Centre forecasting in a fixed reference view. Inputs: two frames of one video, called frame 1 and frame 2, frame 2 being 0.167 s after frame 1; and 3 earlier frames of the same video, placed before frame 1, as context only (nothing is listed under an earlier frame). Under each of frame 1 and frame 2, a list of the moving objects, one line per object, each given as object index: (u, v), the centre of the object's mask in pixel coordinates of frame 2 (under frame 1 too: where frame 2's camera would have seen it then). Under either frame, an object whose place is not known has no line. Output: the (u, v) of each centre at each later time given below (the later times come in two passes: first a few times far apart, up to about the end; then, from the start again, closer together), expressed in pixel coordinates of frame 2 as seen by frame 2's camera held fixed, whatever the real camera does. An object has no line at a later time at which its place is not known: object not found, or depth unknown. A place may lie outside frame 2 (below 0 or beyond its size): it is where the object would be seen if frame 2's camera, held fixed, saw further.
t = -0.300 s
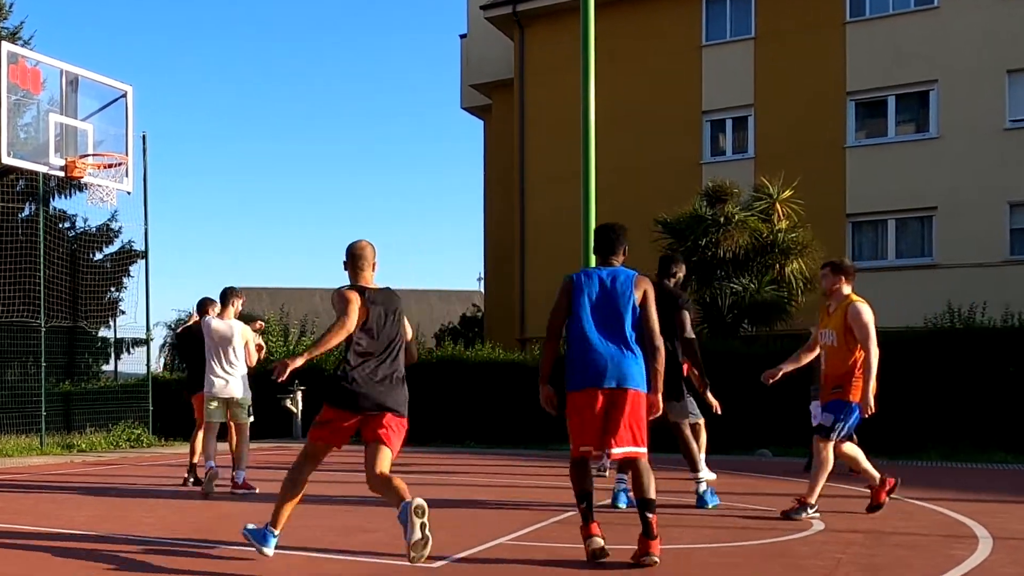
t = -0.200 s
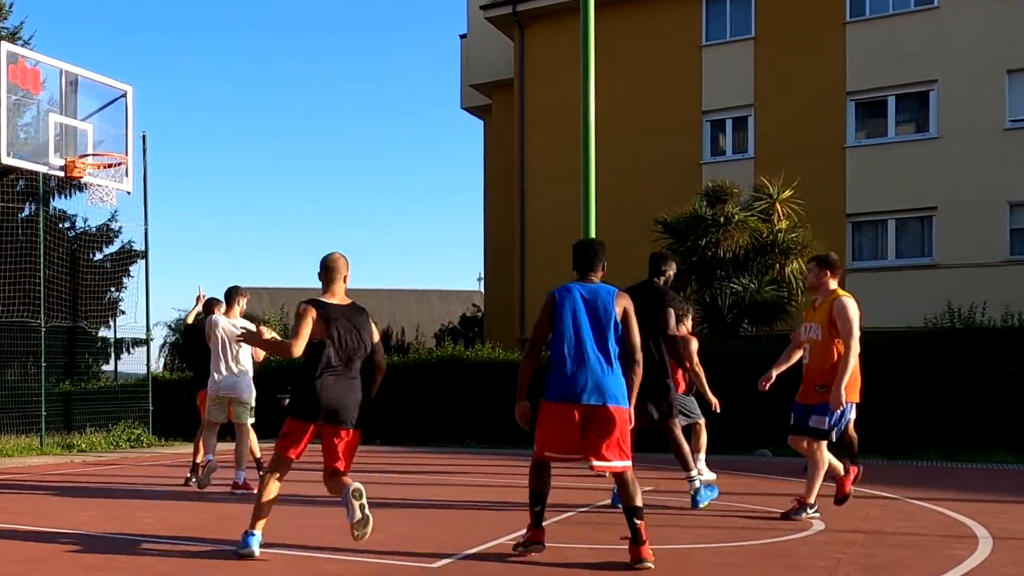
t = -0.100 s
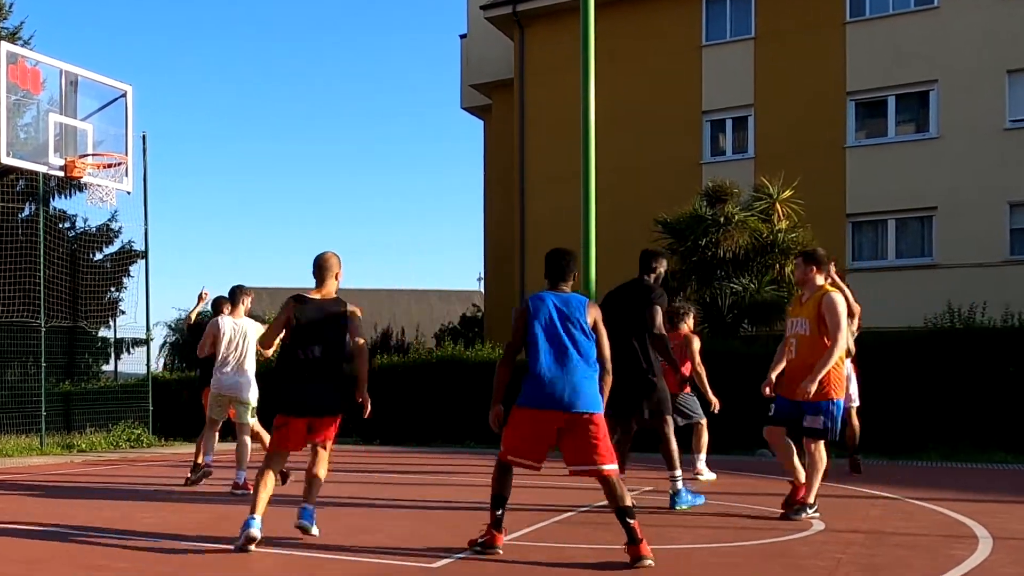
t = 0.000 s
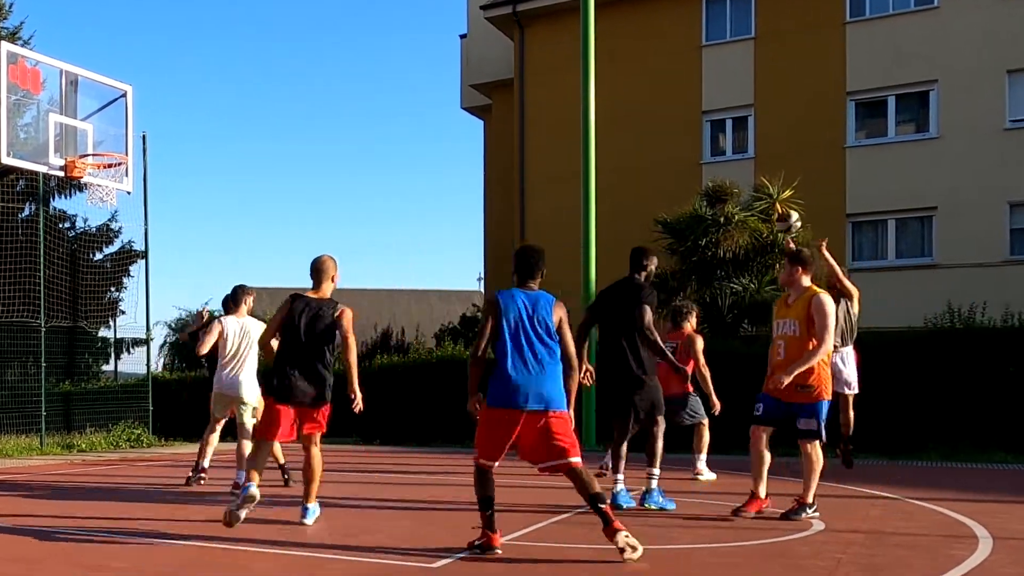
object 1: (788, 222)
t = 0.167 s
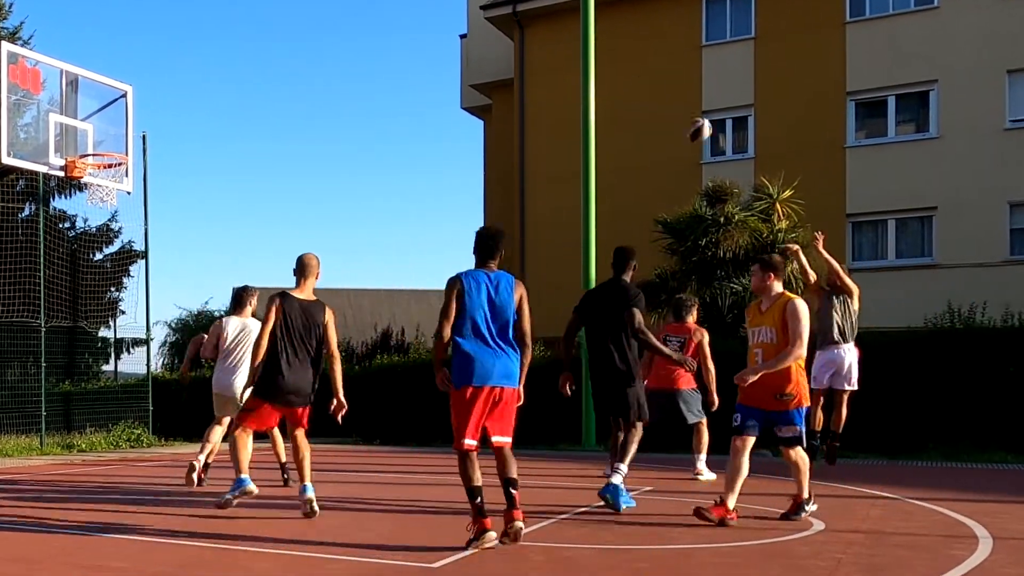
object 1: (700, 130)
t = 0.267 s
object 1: (644, 87)
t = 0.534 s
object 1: (497, 15)
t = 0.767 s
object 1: (368, 11)
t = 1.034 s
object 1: (216, 71)
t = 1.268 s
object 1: (82, 180)
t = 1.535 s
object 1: (52, 207)
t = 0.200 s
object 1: (681, 114)
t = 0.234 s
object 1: (662, 99)
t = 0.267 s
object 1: (644, 87)
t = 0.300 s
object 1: (626, 73)
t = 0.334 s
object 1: (609, 61)
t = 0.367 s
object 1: (590, 52)
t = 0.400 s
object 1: (572, 43)
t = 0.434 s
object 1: (554, 34)
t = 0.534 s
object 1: (497, 15)
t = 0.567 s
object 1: (480, 12)
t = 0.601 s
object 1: (462, 10)
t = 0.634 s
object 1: (443, 9)
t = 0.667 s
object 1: (424, 9)
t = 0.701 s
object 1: (405, 9)
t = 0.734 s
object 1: (387, 10)
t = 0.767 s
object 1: (368, 11)
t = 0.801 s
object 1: (350, 14)
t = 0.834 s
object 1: (330, 19)
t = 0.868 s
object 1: (311, 25)
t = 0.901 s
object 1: (292, 32)
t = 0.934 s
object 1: (273, 40)
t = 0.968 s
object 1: (254, 49)
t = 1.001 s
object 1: (235, 60)
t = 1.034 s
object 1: (216, 71)
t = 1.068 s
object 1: (196, 84)
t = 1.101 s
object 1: (177, 98)
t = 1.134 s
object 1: (158, 113)
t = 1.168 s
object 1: (139, 129)
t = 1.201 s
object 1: (119, 144)
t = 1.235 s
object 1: (100, 167)
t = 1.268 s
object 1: (82, 180)
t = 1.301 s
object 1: (73, 185)
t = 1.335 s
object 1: (72, 180)
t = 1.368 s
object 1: (71, 183)
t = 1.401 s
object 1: (64, 186)
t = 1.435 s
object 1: (62, 190)
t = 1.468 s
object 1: (58, 193)
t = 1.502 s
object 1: (54, 200)
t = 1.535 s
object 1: (52, 207)
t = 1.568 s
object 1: (47, 215)
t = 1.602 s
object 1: (44, 225)
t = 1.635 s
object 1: (38, 236)
